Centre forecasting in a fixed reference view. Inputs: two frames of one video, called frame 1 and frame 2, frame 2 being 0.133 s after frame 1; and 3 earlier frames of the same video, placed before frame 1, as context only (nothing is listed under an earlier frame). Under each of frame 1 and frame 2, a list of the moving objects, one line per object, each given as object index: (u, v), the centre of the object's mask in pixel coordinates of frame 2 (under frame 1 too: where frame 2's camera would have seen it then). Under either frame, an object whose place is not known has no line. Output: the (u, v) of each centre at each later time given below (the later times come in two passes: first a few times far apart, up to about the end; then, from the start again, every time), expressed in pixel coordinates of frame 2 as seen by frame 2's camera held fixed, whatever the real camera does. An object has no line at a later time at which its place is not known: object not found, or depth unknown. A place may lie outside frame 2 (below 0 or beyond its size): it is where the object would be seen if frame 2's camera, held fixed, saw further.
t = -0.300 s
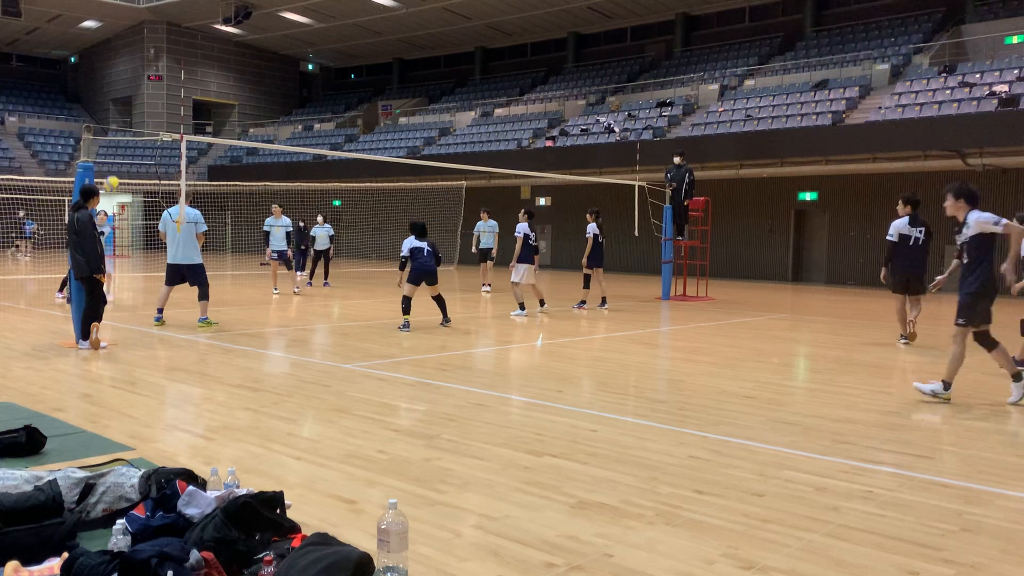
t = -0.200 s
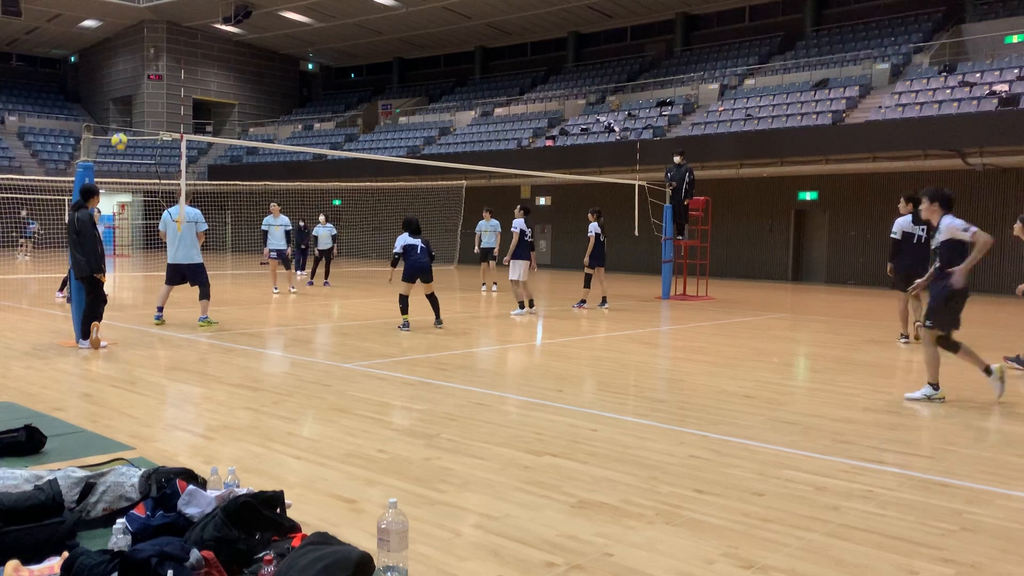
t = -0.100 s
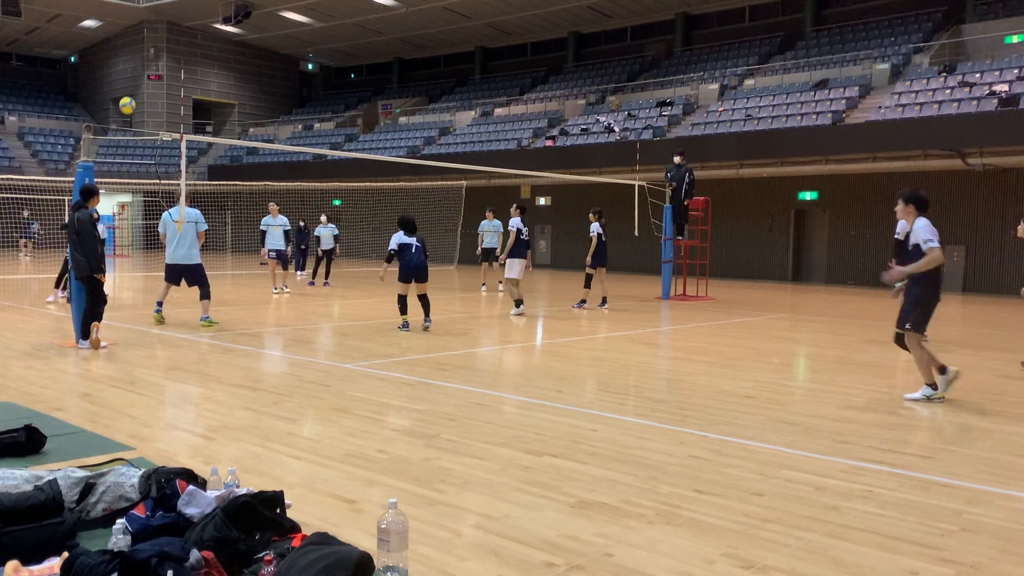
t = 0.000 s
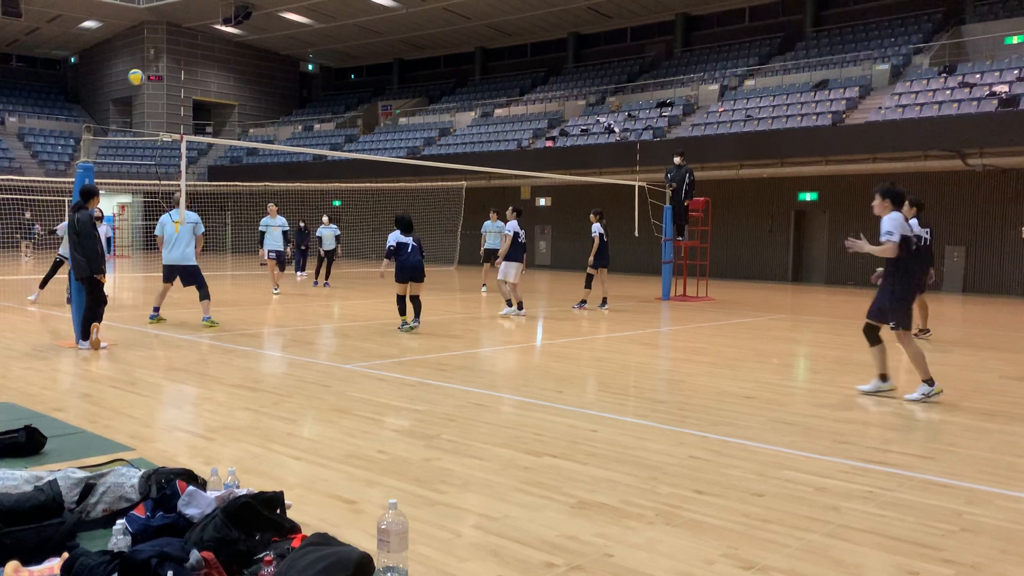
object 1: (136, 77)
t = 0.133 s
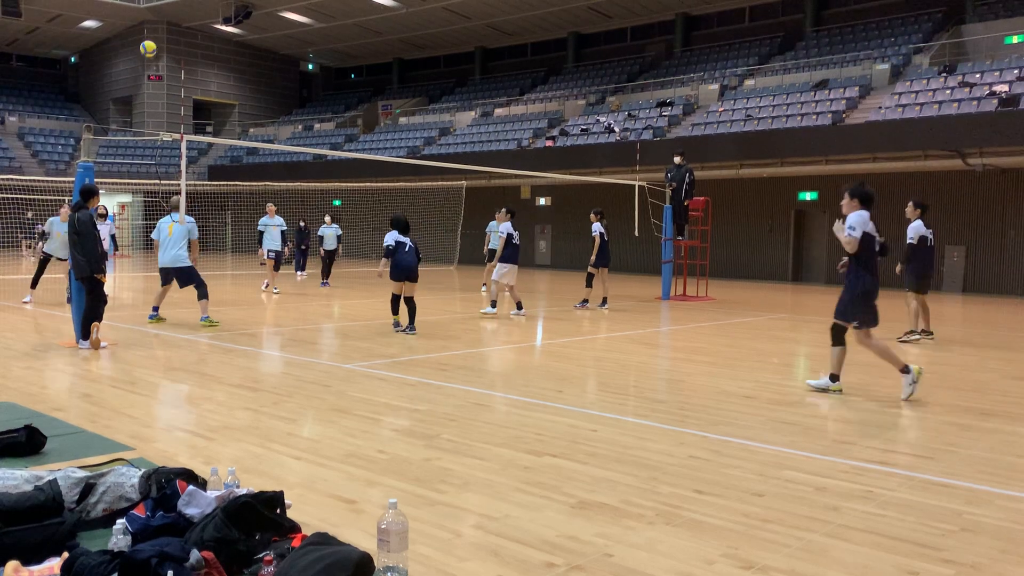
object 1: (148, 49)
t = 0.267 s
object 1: (161, 33)
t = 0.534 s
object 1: (187, 39)
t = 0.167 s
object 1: (151, 44)
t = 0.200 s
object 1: (154, 39)
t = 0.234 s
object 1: (157, 36)
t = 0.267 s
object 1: (161, 33)
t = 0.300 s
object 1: (164, 30)
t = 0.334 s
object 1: (167, 29)
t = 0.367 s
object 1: (170, 29)
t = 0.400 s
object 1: (174, 29)
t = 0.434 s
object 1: (177, 30)
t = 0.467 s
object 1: (180, 32)
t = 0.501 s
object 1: (184, 35)
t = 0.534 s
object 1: (187, 39)
